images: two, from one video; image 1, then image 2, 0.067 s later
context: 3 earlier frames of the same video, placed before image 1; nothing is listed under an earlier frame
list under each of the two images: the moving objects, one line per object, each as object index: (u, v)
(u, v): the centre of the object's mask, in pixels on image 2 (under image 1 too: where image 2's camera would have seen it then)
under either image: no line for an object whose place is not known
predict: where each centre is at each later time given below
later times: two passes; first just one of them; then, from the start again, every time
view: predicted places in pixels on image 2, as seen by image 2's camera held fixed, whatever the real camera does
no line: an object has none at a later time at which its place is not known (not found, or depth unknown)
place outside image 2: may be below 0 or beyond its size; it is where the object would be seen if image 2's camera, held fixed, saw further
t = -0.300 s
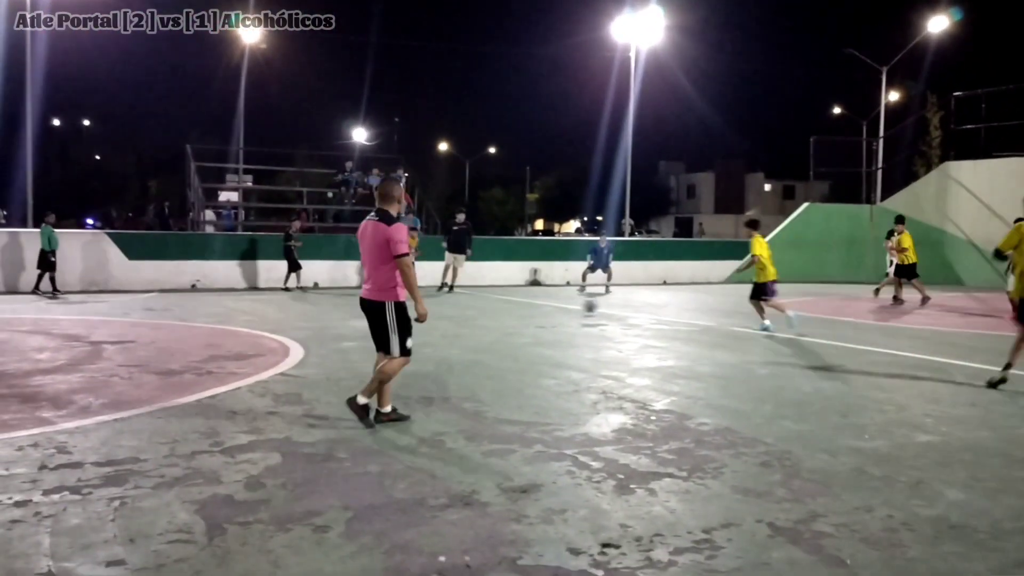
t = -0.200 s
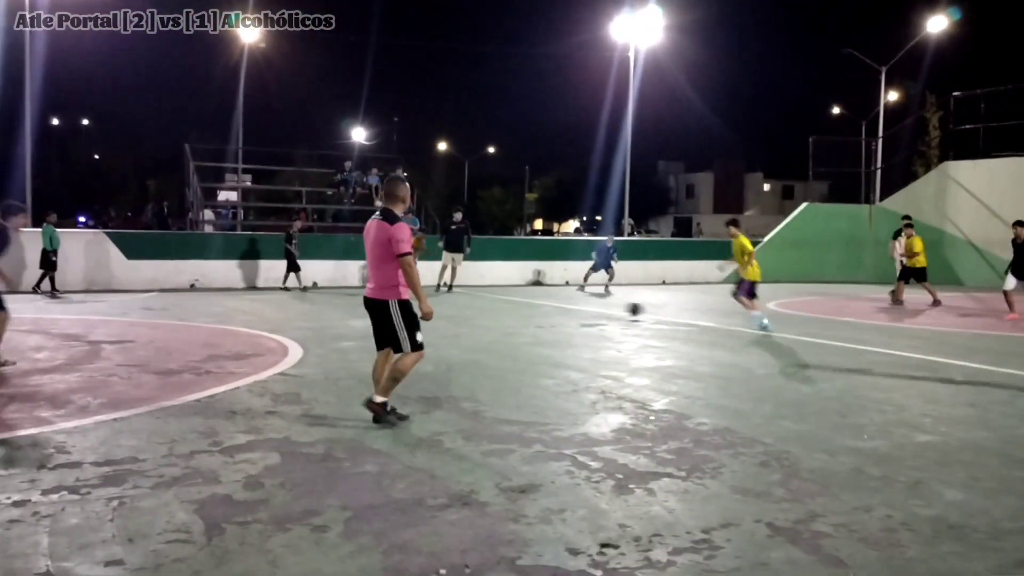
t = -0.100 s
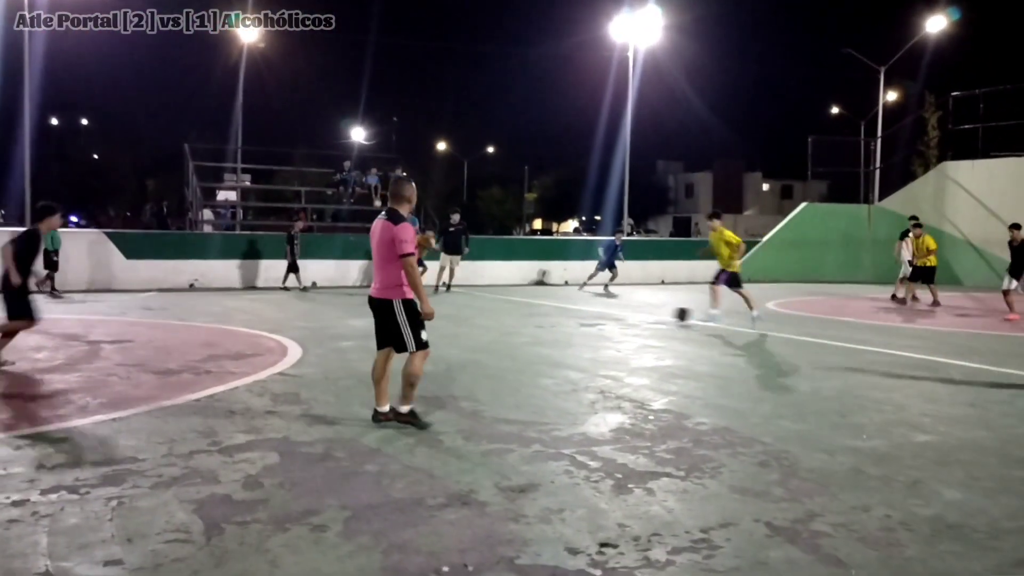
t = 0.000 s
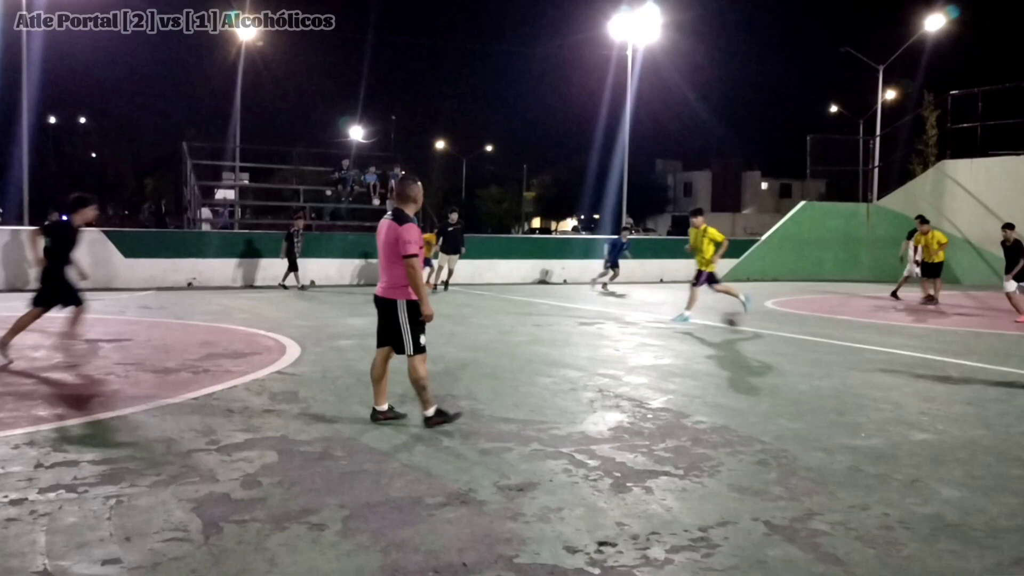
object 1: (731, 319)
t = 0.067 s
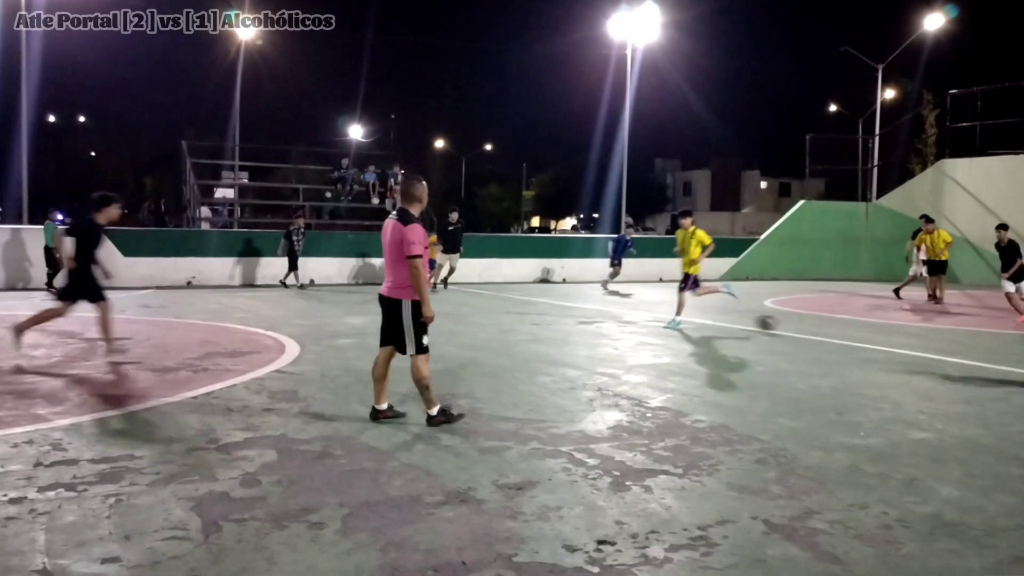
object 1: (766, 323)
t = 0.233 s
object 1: (856, 334)
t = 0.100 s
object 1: (781, 324)
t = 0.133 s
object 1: (799, 326)
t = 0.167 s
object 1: (818, 328)
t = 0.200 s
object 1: (836, 333)
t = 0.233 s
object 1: (856, 334)
